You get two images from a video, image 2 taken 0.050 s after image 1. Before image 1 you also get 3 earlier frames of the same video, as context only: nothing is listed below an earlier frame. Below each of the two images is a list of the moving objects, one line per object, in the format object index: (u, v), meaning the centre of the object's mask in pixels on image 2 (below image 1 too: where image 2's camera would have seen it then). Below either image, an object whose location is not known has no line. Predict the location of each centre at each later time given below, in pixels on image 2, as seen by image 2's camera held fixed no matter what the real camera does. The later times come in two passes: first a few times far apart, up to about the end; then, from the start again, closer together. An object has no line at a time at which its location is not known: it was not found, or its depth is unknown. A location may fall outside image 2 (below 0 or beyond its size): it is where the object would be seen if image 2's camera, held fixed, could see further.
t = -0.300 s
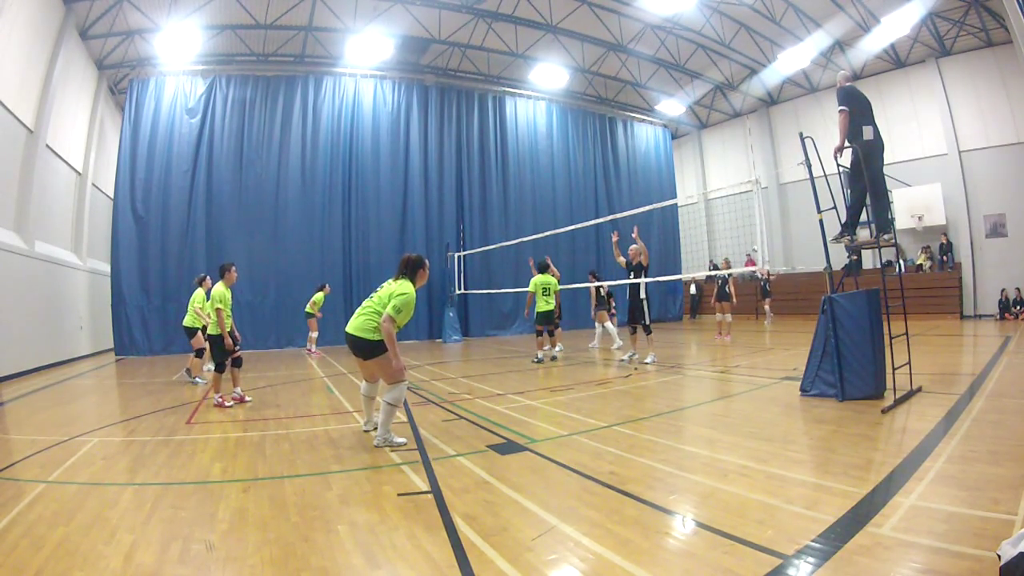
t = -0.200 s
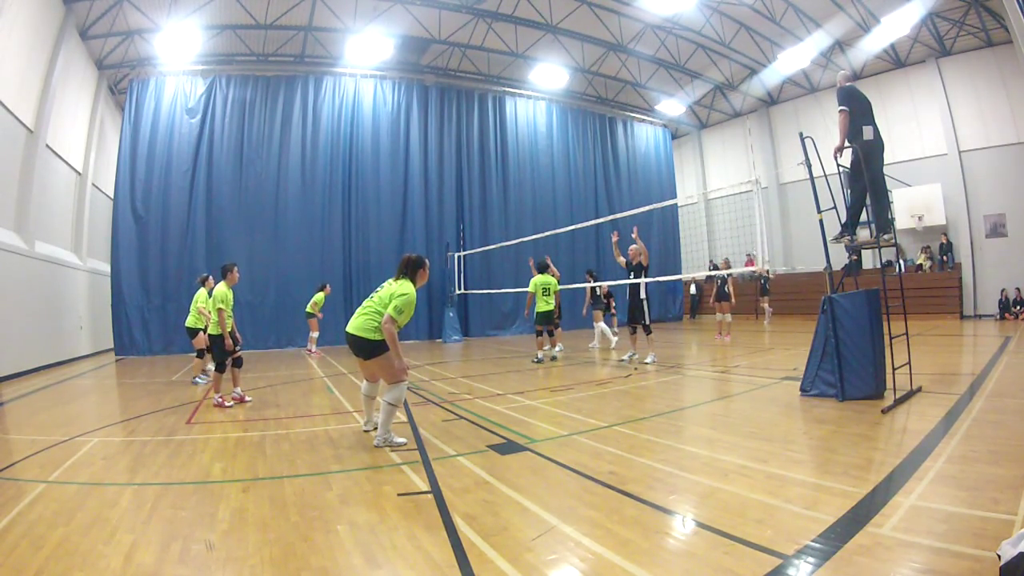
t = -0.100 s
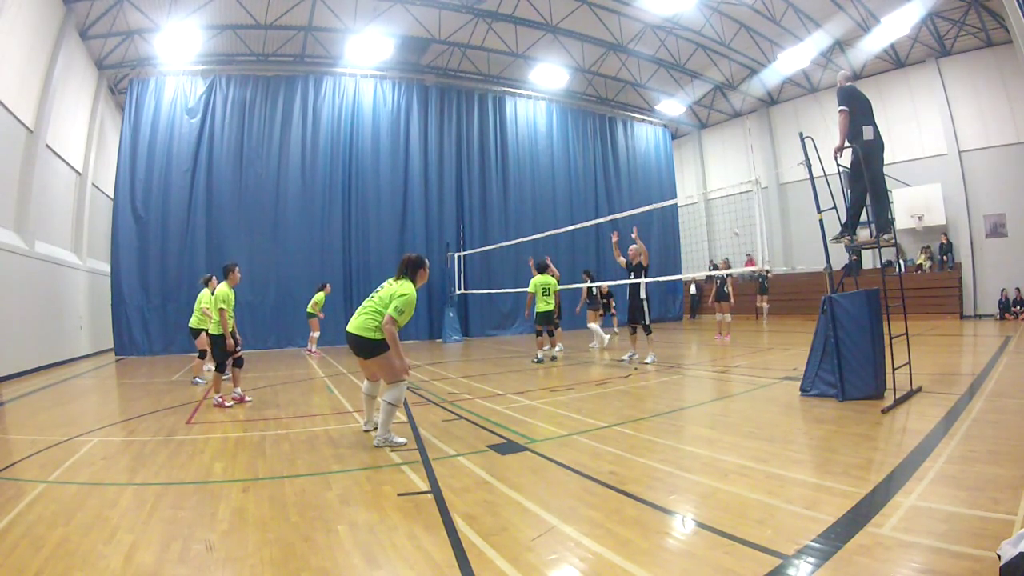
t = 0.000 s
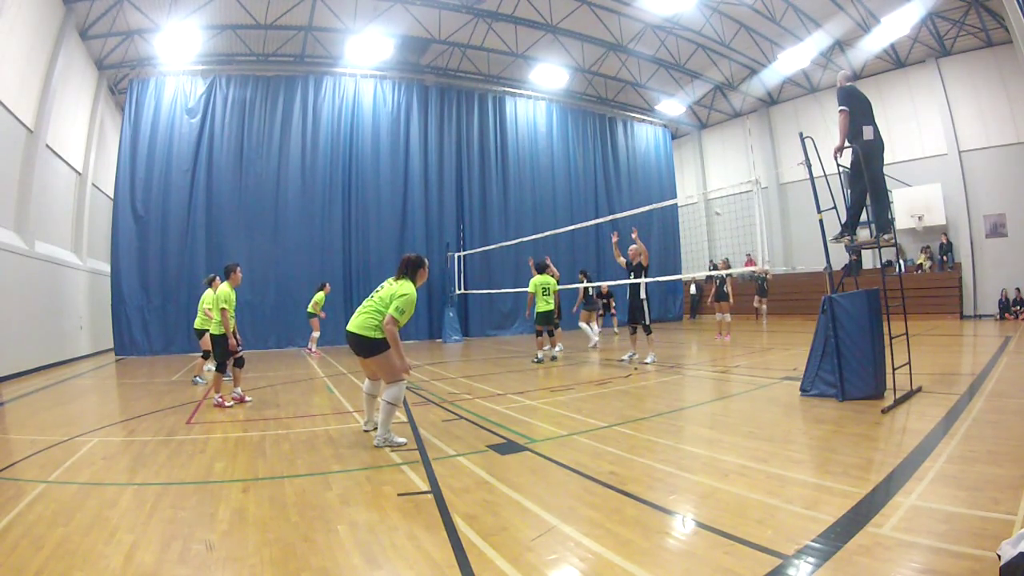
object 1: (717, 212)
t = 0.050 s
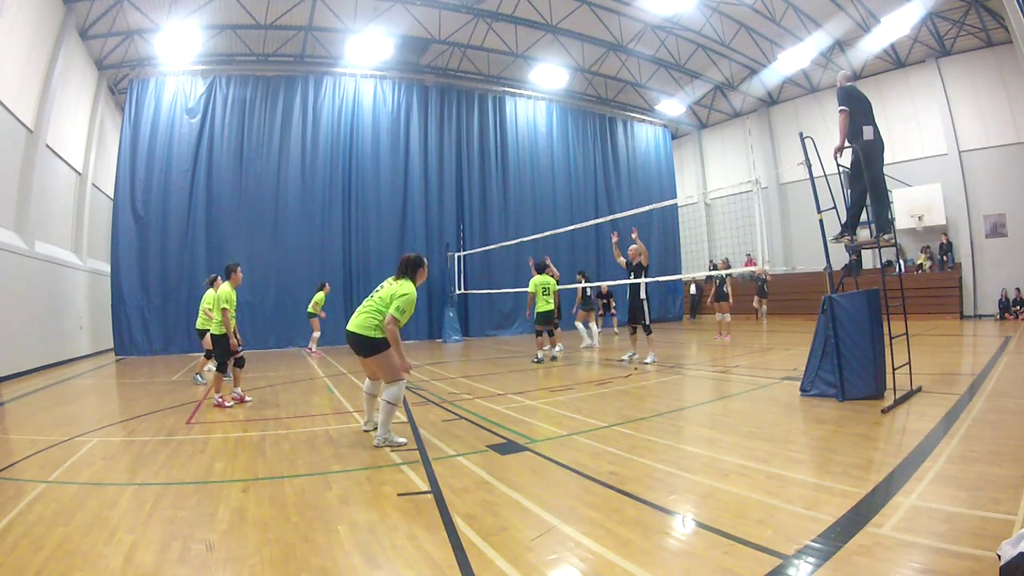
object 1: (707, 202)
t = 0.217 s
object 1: (671, 175)
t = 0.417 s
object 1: (618, 154)
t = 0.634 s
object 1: (550, 148)
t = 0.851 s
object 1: (469, 168)
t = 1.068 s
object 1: (376, 221)
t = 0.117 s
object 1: (693, 192)
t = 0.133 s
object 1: (689, 189)
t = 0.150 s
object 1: (686, 187)
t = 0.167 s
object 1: (682, 183)
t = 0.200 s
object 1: (675, 177)
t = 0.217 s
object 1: (671, 175)
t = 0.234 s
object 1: (667, 172)
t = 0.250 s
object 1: (663, 171)
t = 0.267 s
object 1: (659, 169)
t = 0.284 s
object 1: (655, 166)
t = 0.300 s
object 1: (650, 164)
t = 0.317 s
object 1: (646, 162)
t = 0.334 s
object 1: (642, 160)
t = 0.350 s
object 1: (637, 159)
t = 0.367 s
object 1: (633, 157)
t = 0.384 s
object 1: (628, 155)
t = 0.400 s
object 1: (623, 155)
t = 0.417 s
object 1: (618, 154)
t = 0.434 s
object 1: (615, 152)
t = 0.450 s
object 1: (608, 151)
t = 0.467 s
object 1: (604, 150)
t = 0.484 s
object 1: (599, 149)
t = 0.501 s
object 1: (595, 149)
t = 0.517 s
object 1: (589, 148)
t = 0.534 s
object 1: (583, 148)
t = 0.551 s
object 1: (579, 147)
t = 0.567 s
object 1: (573, 147)
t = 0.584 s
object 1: (568, 147)
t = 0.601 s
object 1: (562, 147)
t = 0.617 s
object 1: (556, 148)
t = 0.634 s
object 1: (550, 148)
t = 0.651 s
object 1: (544, 149)
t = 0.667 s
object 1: (538, 149)
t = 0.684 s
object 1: (532, 150)
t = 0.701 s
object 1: (527, 151)
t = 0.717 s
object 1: (520, 153)
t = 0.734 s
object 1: (514, 154)
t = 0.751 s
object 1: (508, 155)
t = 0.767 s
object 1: (501, 157)
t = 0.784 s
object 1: (495, 159)
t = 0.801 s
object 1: (489, 161)
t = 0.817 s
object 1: (482, 164)
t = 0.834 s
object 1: (476, 166)
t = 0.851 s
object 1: (469, 168)
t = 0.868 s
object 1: (462, 171)
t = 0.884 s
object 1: (455, 174)
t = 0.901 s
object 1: (448, 178)
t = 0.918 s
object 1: (442, 182)
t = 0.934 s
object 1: (434, 185)
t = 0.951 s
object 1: (427, 189)
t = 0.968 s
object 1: (420, 193)
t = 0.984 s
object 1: (413, 197)
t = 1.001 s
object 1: (405, 202)
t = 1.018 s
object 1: (398, 206)
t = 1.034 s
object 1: (391, 211)
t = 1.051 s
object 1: (384, 216)
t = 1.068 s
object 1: (376, 221)
